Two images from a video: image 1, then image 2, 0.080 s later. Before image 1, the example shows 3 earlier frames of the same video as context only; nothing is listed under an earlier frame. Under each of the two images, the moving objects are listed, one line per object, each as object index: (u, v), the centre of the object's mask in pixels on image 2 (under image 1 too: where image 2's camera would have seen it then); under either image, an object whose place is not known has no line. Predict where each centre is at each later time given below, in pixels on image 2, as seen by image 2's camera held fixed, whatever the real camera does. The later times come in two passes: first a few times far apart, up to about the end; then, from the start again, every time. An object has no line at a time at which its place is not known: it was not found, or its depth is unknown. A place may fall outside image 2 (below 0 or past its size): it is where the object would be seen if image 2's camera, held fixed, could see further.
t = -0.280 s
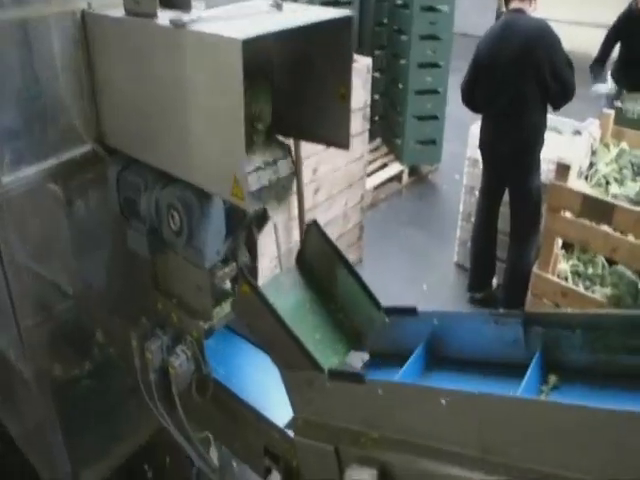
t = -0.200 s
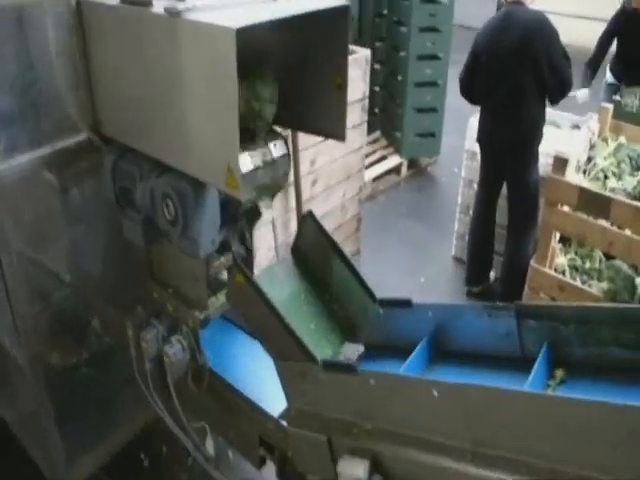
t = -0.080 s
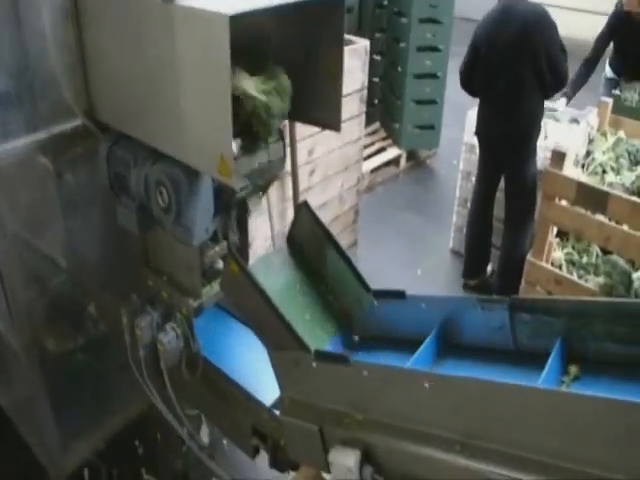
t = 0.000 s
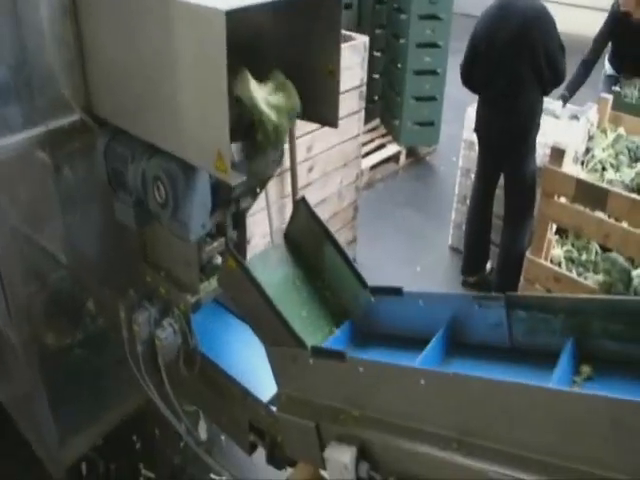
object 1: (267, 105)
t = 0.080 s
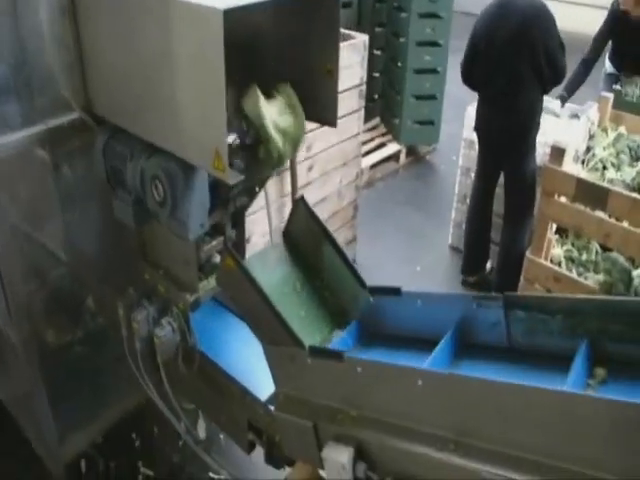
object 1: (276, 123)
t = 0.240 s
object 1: (294, 194)
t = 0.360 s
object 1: (313, 298)
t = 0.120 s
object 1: (281, 134)
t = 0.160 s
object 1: (285, 148)
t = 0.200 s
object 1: (289, 166)
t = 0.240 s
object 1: (294, 194)
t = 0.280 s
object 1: (300, 226)
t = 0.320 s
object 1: (306, 259)
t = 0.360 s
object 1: (313, 298)
